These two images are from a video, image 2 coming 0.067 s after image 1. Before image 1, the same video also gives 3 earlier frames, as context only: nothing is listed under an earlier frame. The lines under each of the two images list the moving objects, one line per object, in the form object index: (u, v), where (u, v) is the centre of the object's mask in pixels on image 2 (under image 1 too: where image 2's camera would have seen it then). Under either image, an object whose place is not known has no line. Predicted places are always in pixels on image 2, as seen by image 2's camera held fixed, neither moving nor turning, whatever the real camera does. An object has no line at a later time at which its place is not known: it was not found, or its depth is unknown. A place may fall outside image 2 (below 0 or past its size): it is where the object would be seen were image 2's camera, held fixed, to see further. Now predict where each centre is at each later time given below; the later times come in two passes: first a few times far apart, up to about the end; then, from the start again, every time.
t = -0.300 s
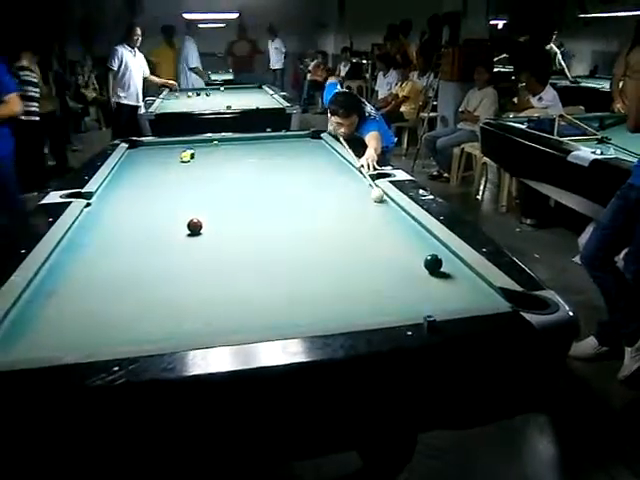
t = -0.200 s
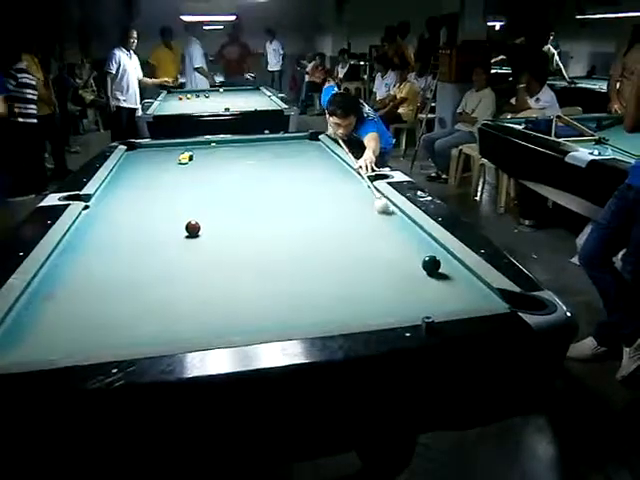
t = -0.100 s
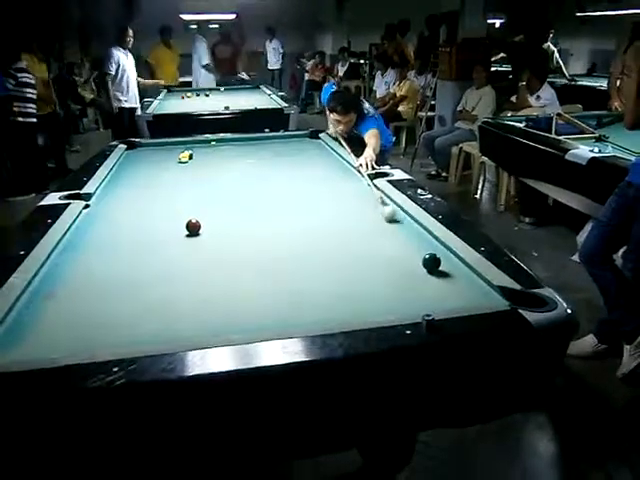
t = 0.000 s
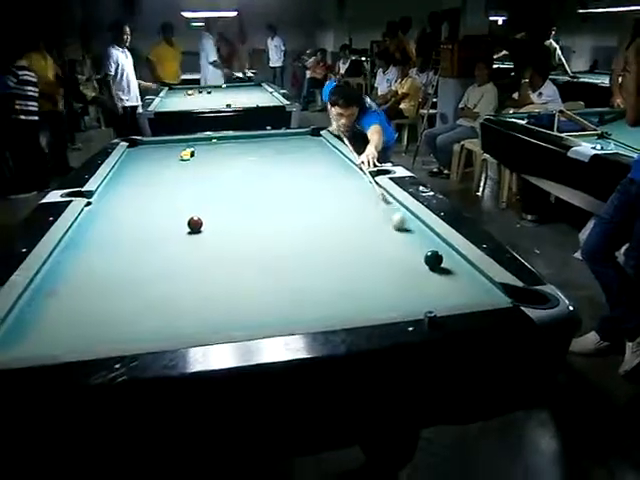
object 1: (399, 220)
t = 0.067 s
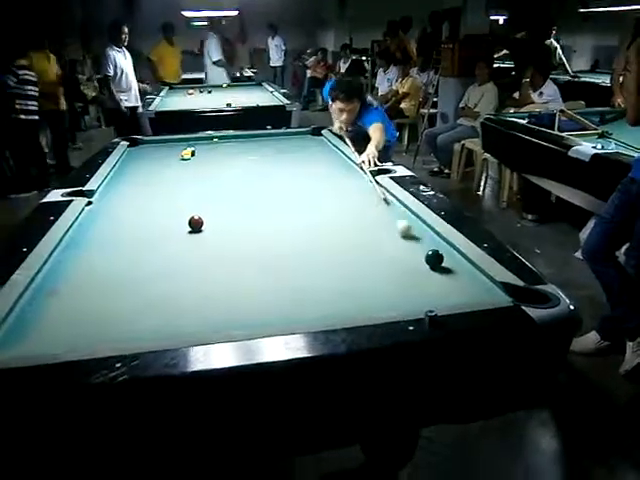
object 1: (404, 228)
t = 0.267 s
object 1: (419, 253)
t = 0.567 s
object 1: (402, 272)
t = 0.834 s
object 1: (386, 291)
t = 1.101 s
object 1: (369, 307)
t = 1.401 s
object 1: (354, 305)
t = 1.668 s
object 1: (343, 299)
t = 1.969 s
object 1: (335, 294)
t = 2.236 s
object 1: (329, 290)
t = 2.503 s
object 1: (326, 288)
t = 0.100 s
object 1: (407, 233)
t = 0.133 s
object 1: (410, 237)
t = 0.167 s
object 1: (414, 241)
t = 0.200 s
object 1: (417, 246)
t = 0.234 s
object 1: (420, 250)
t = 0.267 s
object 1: (419, 253)
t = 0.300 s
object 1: (417, 255)
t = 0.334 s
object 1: (415, 256)
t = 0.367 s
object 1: (414, 258)
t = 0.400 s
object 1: (412, 261)
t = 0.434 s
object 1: (410, 263)
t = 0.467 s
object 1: (408, 265)
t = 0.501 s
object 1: (406, 267)
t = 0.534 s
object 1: (404, 270)
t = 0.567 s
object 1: (402, 272)
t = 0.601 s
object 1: (400, 274)
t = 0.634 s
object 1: (398, 276)
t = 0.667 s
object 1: (396, 279)
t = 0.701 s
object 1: (394, 281)
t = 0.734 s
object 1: (392, 284)
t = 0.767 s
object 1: (390, 286)
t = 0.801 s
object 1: (388, 288)
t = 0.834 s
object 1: (386, 291)
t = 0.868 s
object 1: (384, 293)
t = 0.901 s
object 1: (383, 296)
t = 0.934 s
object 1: (380, 299)
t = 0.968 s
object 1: (378, 301)
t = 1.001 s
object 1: (375, 304)
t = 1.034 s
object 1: (372, 305)
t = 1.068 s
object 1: (371, 307)
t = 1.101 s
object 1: (369, 307)
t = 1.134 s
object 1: (366, 309)
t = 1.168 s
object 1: (365, 308)
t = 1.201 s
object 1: (363, 308)
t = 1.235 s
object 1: (361, 307)
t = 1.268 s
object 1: (360, 307)
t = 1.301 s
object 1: (358, 307)
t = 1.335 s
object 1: (356, 306)
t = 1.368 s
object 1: (355, 306)
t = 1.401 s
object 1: (354, 305)
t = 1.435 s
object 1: (353, 305)
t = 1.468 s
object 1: (351, 305)
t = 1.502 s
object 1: (350, 305)
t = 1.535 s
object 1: (349, 304)
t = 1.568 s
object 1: (347, 304)
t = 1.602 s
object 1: (346, 303)
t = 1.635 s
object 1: (345, 302)
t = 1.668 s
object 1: (343, 299)
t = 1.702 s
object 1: (343, 299)
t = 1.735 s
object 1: (342, 298)
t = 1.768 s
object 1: (341, 298)
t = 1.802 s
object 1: (339, 297)
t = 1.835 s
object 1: (339, 297)
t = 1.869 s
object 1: (338, 296)
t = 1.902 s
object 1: (337, 296)
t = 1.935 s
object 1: (336, 295)
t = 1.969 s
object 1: (335, 294)
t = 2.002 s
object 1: (335, 294)
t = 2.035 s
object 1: (333, 293)
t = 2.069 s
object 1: (333, 293)
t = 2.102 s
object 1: (332, 293)
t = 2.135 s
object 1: (331, 292)
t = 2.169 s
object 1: (330, 291)
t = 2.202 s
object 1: (330, 291)
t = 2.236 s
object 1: (329, 290)
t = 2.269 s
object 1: (329, 290)
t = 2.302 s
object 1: (328, 290)
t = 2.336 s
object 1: (328, 290)
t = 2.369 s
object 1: (327, 289)
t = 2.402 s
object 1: (327, 289)
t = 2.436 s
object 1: (327, 288)
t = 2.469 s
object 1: (326, 288)
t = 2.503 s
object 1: (326, 288)
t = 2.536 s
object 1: (325, 287)
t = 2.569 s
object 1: (325, 287)
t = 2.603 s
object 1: (325, 287)
